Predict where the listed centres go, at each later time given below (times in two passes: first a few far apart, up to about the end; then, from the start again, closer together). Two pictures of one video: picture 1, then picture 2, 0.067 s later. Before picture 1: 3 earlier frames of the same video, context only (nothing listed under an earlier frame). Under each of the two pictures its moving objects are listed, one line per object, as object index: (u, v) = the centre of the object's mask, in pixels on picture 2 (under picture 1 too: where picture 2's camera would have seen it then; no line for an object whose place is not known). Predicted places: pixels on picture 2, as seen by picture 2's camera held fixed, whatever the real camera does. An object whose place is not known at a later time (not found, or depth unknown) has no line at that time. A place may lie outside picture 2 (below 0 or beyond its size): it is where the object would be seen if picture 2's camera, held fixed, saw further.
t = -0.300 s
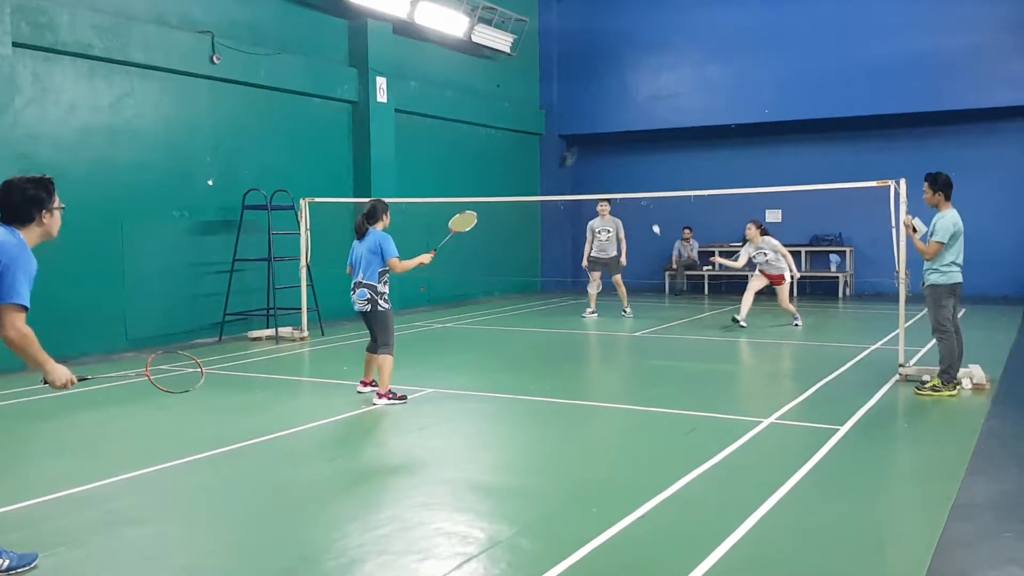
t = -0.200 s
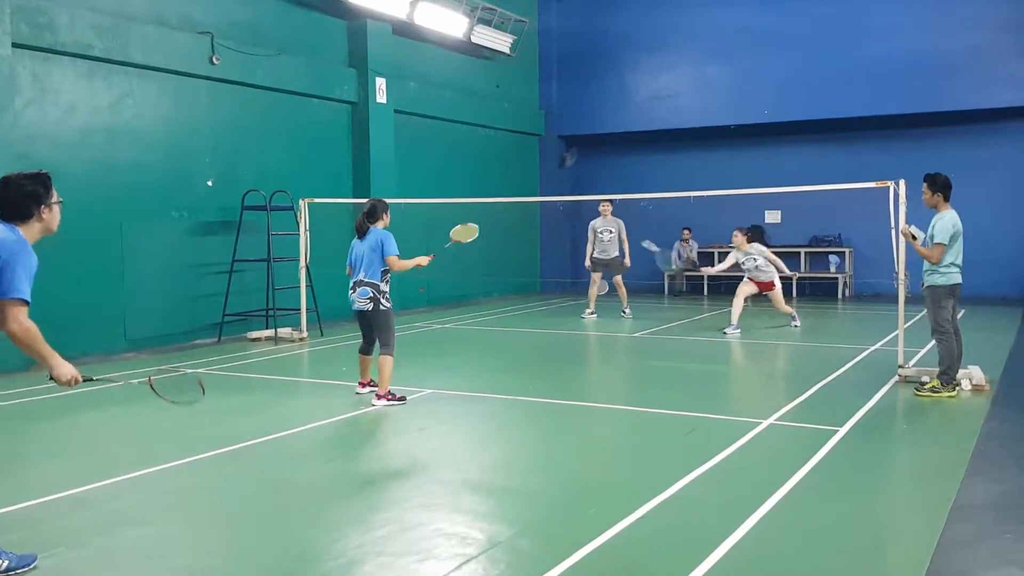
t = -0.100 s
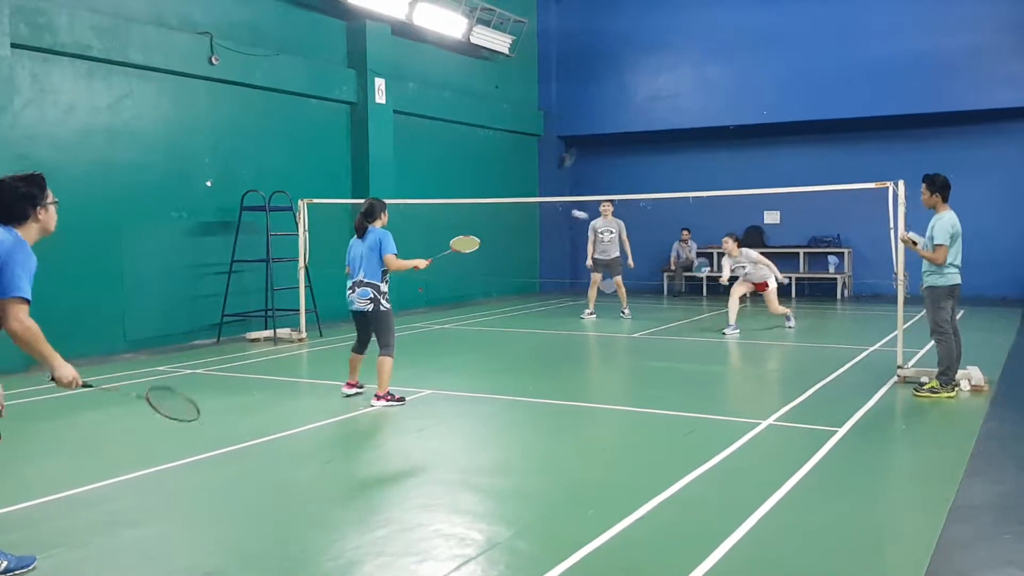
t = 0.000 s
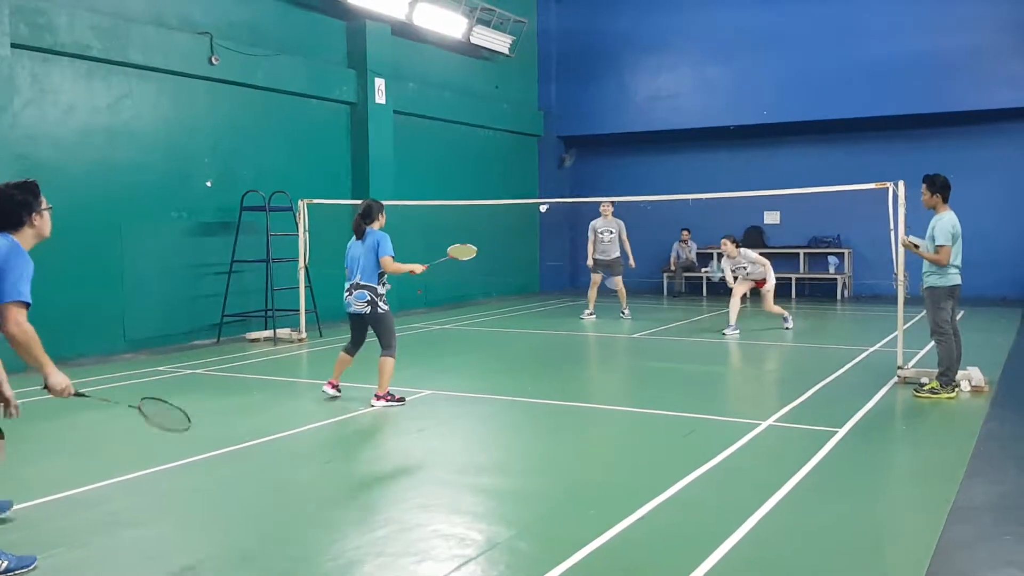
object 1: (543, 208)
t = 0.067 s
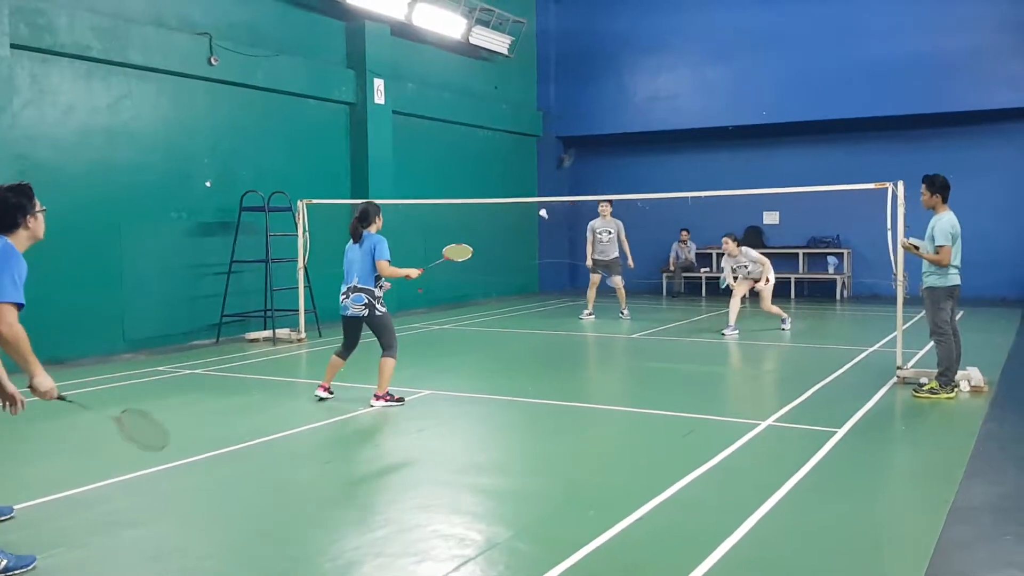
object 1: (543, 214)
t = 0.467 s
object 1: (561, 304)
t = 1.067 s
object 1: (561, 353)
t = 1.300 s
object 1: (557, 355)
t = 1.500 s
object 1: (557, 355)
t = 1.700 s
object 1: (557, 355)
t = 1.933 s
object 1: (557, 355)
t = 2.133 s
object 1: (557, 355)
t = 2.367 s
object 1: (557, 355)
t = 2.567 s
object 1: (557, 355)
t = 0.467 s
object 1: (561, 304)
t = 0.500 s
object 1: (562, 315)
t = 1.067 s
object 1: (561, 353)
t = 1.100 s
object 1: (560, 353)
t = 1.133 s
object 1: (559, 353)
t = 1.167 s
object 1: (558, 354)
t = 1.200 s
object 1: (557, 354)
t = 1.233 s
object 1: (557, 354)
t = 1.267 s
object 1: (557, 354)
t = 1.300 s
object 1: (557, 355)
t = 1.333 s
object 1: (557, 355)
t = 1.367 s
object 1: (557, 355)
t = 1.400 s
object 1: (557, 355)
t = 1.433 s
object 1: (557, 355)
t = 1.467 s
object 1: (557, 355)
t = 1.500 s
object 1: (557, 355)
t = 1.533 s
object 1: (557, 355)
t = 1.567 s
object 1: (557, 355)
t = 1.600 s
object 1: (557, 355)
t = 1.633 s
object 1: (557, 355)
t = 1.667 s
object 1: (557, 355)
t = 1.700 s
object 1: (557, 355)
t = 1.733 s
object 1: (557, 355)
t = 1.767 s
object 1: (557, 355)
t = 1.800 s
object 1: (557, 355)
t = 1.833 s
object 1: (557, 355)
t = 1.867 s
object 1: (557, 355)
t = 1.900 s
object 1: (557, 355)
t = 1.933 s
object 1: (557, 355)
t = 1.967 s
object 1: (557, 355)
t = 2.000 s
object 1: (557, 355)
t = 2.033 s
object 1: (557, 355)
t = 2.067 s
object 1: (558, 355)
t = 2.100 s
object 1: (557, 355)
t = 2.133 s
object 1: (557, 355)
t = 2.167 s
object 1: (558, 355)
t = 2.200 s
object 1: (557, 355)
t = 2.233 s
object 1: (557, 355)
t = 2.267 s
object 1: (557, 355)
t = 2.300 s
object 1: (557, 355)
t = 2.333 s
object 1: (557, 355)
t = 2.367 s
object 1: (557, 355)
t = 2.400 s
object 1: (557, 355)
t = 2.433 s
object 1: (557, 355)
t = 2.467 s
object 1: (557, 355)
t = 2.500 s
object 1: (557, 355)
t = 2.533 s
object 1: (557, 355)
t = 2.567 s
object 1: (557, 355)
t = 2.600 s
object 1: (557, 355)
